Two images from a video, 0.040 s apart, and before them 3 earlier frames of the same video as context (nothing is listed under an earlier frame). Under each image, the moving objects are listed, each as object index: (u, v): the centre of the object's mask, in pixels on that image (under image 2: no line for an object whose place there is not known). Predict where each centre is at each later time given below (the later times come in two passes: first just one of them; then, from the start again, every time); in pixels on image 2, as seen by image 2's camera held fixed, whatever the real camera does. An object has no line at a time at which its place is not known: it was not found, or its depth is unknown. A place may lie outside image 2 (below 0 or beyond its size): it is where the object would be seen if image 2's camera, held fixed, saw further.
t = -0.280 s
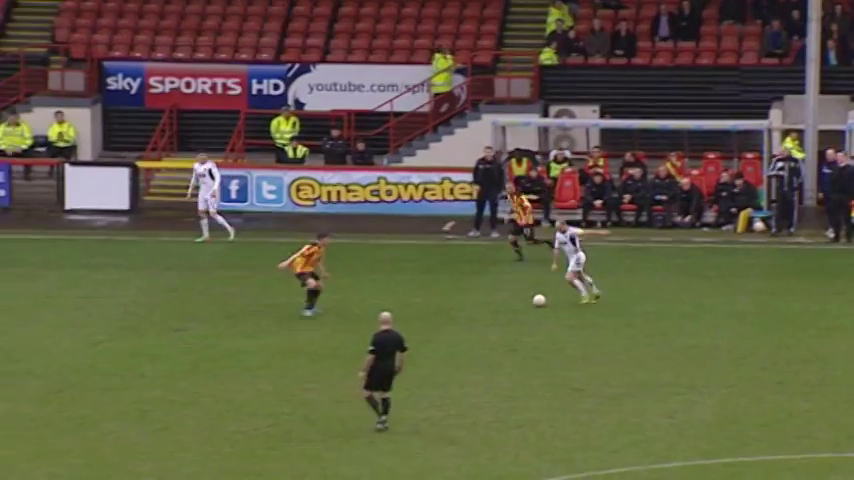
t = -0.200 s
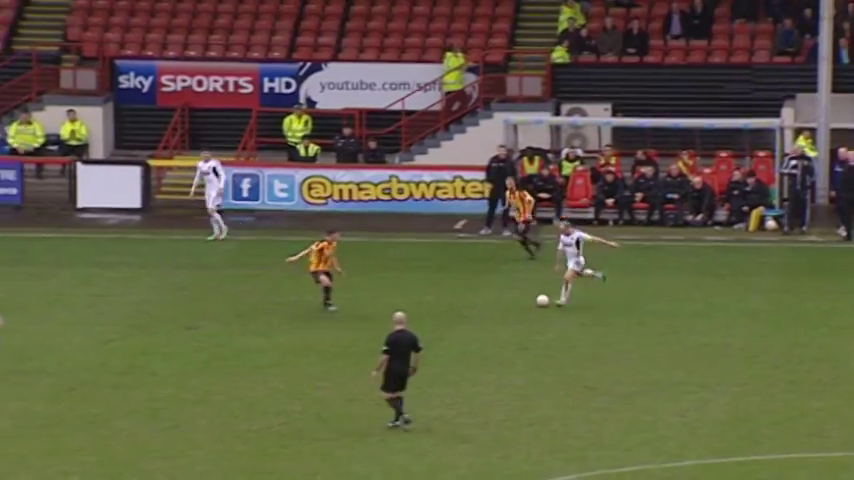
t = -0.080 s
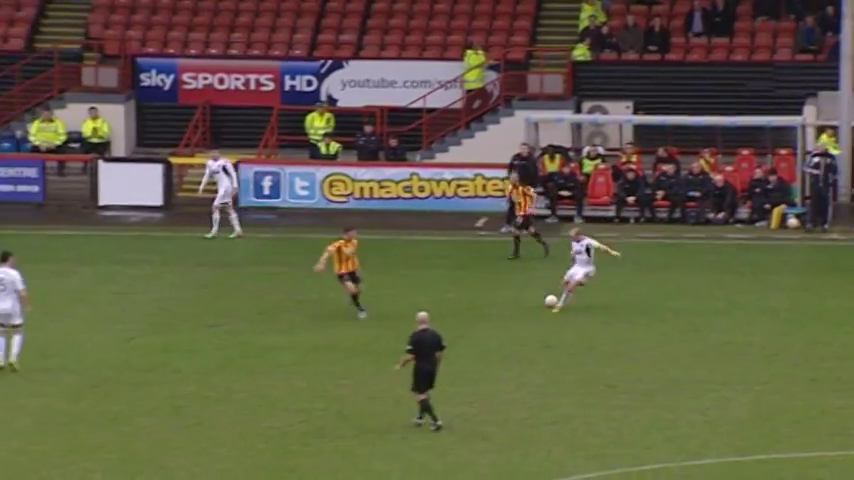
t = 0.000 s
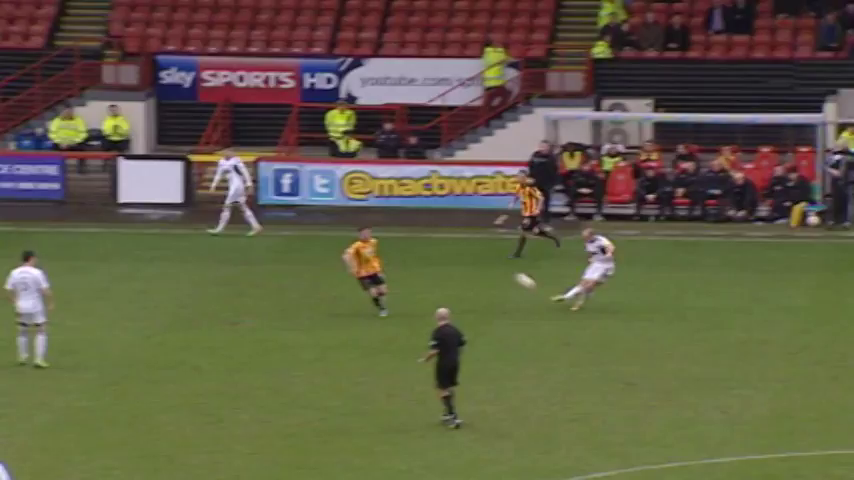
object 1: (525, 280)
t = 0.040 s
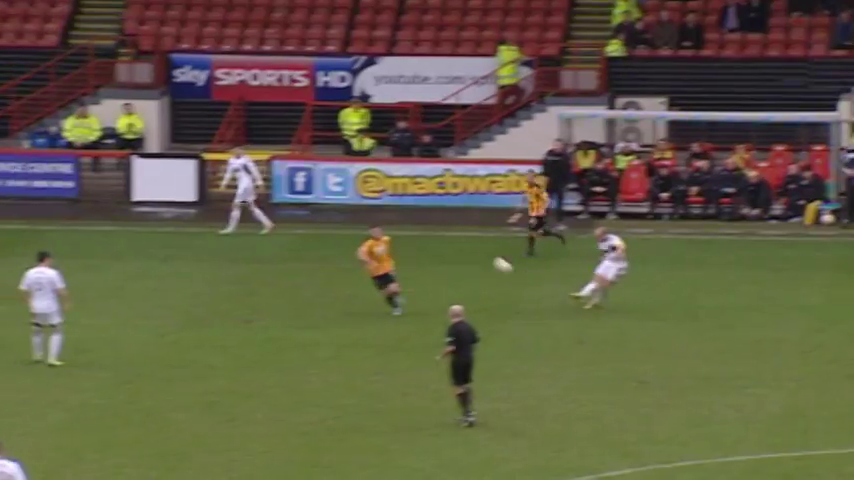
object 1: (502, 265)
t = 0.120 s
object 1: (431, 236)
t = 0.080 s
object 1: (466, 251)
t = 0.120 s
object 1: (431, 236)
